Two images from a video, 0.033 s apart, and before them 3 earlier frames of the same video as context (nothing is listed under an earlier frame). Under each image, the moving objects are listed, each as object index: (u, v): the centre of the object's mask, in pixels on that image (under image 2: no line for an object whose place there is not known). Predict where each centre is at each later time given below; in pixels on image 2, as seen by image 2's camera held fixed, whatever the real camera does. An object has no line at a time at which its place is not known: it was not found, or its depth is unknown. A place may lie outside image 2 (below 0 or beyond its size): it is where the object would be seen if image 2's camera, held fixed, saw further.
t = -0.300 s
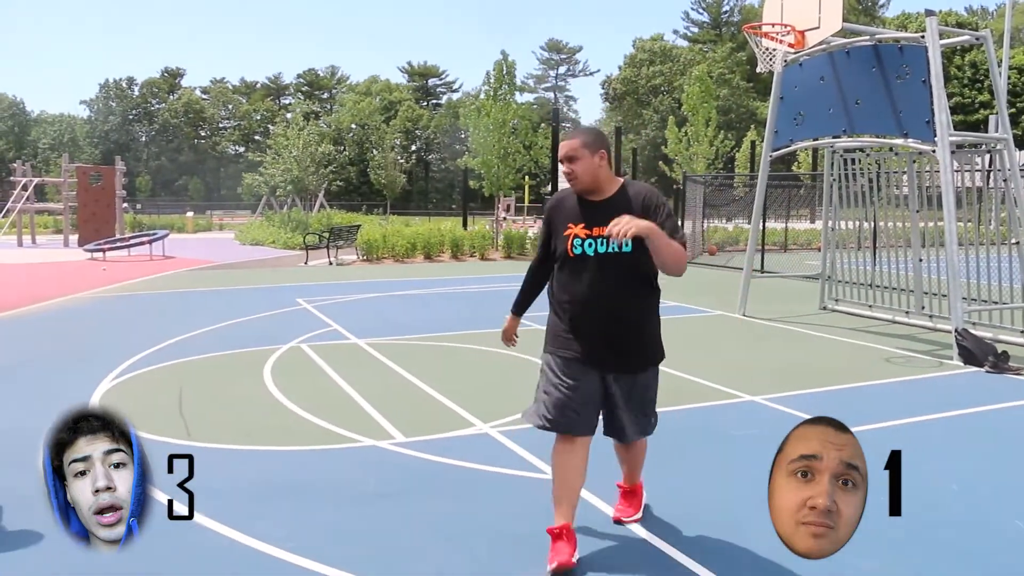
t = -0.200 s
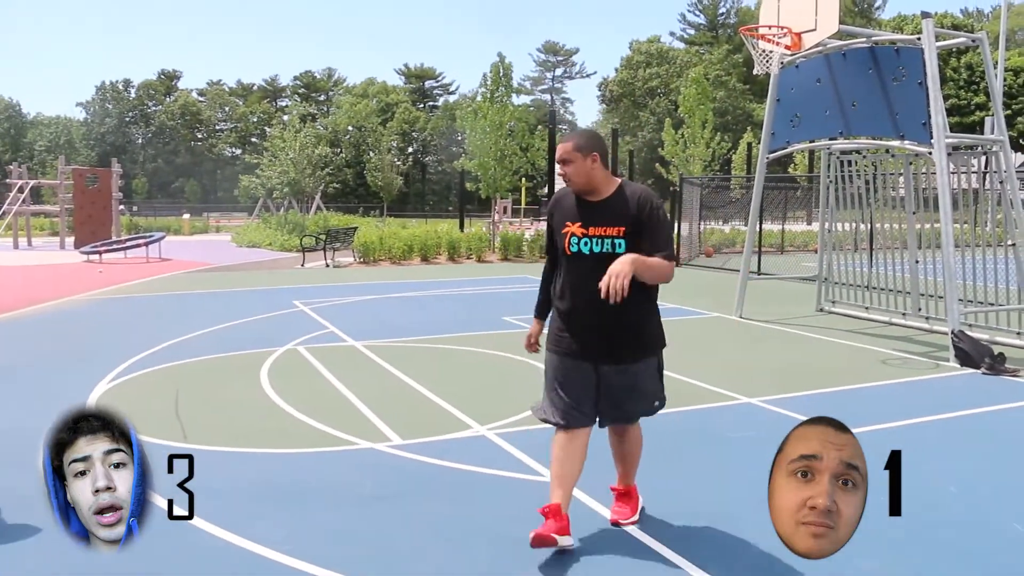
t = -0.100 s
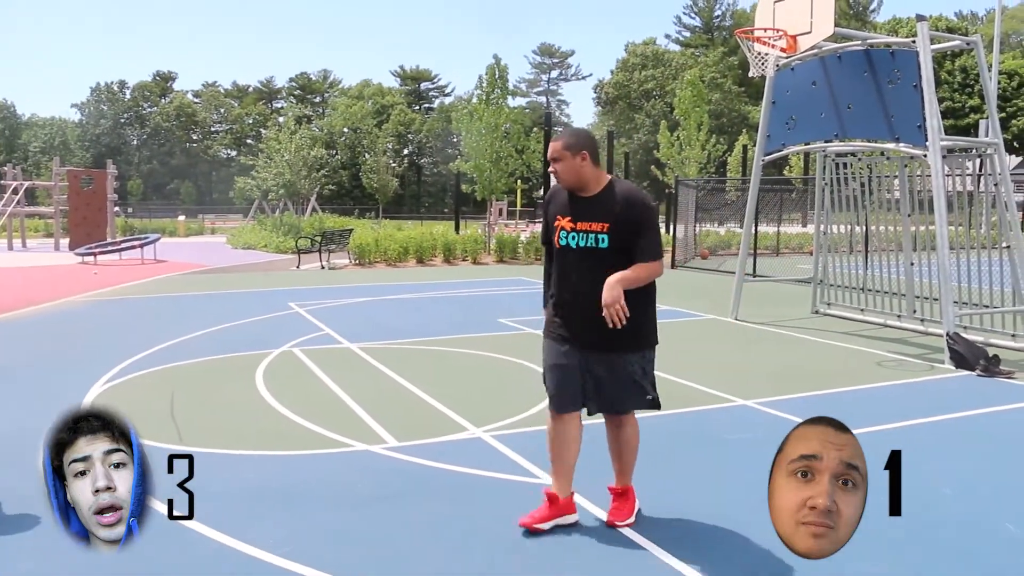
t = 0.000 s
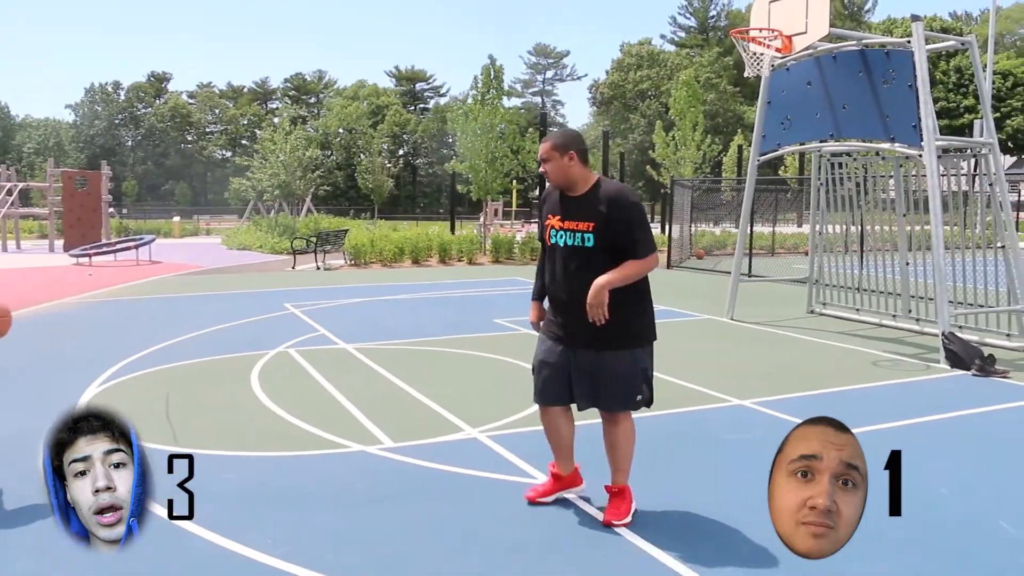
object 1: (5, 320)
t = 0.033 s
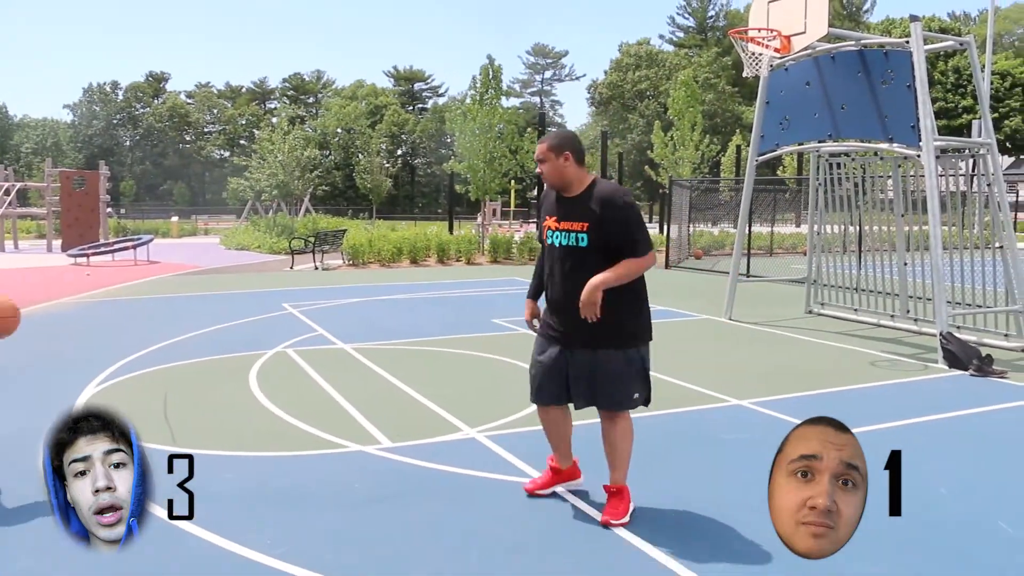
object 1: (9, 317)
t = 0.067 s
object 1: (15, 314)
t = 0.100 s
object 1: (22, 310)
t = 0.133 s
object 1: (31, 305)
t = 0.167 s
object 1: (46, 298)
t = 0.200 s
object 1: (61, 293)
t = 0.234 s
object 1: (77, 289)
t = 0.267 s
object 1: (93, 287)
